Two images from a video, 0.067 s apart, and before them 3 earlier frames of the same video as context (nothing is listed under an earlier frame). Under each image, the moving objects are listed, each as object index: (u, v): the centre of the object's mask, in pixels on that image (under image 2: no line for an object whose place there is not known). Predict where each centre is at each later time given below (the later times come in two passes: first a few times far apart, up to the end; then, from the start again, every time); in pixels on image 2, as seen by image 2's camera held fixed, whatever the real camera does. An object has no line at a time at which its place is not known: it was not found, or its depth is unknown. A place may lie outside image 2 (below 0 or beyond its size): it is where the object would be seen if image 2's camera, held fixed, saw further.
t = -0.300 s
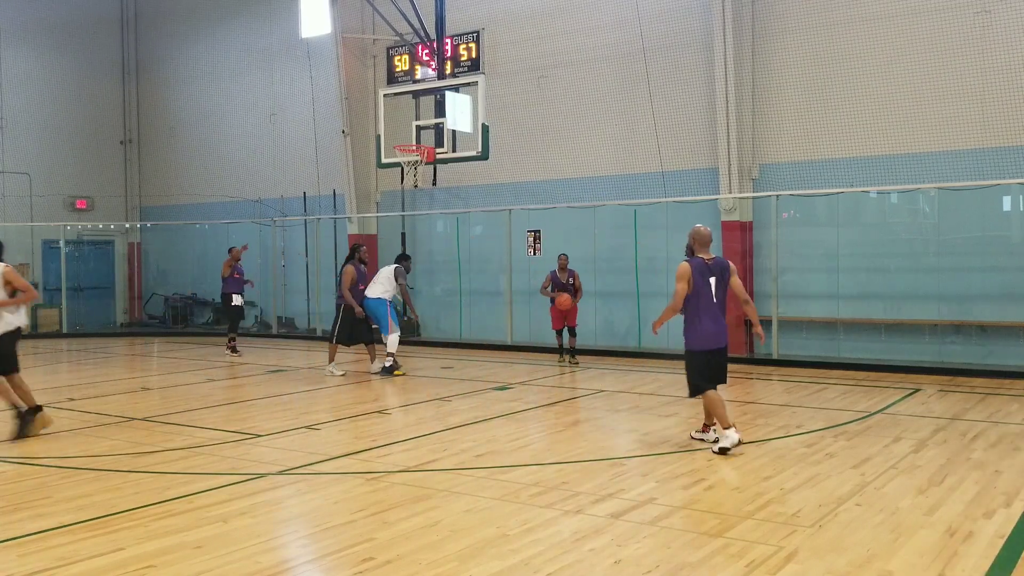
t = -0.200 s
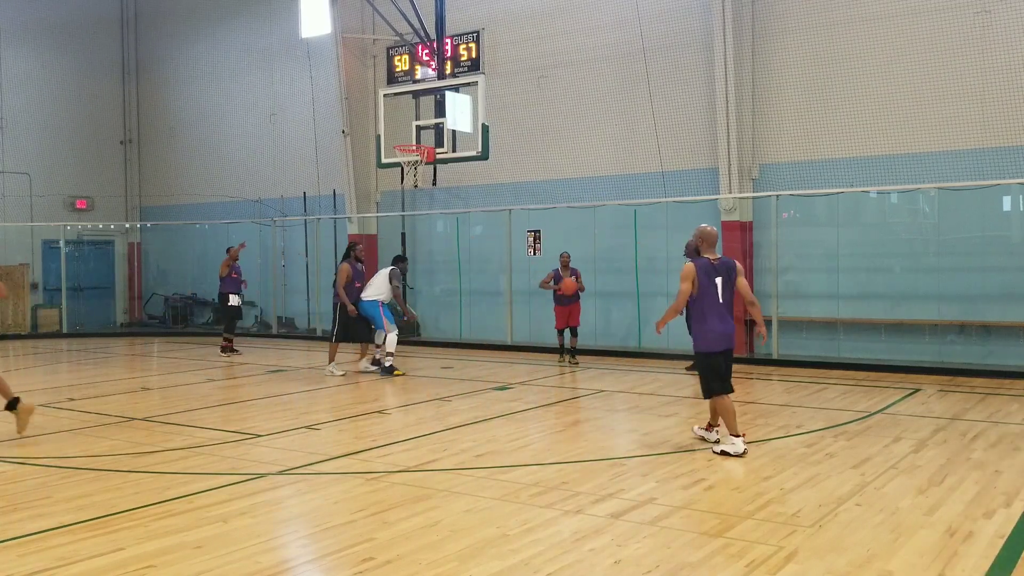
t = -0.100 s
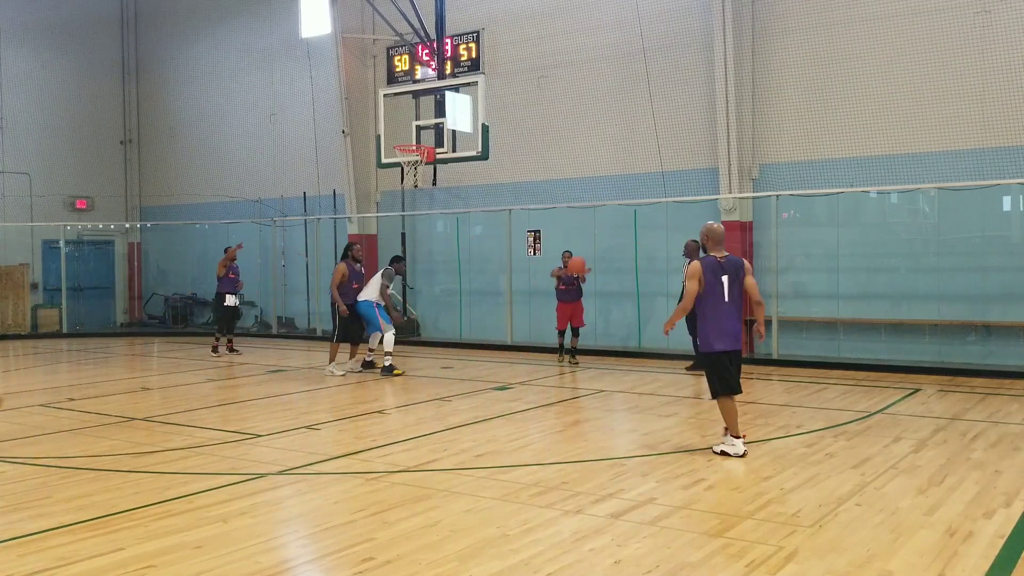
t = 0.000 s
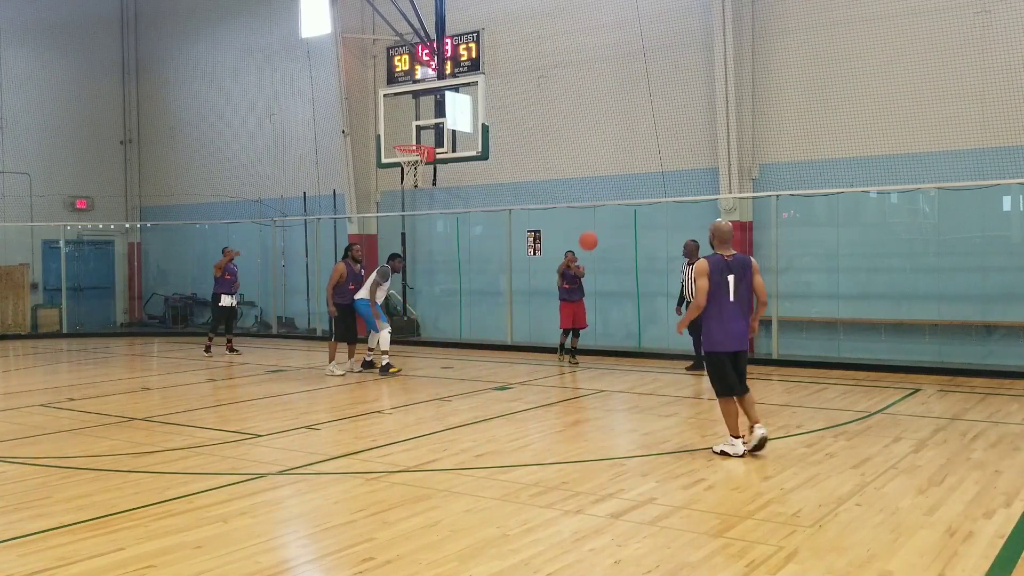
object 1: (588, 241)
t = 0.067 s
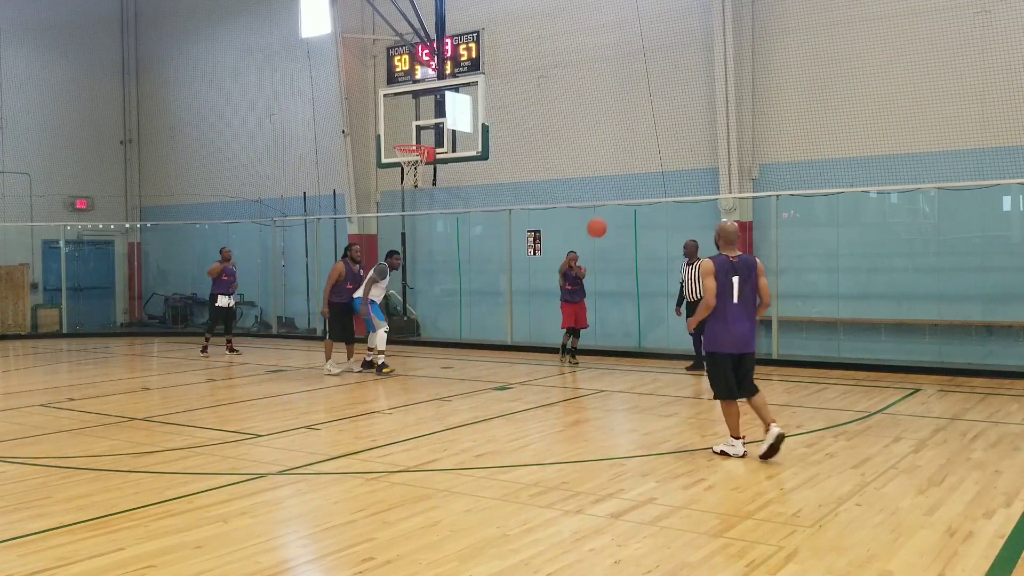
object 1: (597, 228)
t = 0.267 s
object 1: (628, 203)
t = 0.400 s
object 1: (656, 204)
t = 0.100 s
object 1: (601, 222)
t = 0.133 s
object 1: (606, 217)
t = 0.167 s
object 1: (611, 212)
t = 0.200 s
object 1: (617, 208)
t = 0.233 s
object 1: (622, 205)
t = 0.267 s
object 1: (628, 203)
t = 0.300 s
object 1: (635, 201)
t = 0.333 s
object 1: (641, 201)
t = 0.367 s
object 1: (648, 201)
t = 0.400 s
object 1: (656, 204)
